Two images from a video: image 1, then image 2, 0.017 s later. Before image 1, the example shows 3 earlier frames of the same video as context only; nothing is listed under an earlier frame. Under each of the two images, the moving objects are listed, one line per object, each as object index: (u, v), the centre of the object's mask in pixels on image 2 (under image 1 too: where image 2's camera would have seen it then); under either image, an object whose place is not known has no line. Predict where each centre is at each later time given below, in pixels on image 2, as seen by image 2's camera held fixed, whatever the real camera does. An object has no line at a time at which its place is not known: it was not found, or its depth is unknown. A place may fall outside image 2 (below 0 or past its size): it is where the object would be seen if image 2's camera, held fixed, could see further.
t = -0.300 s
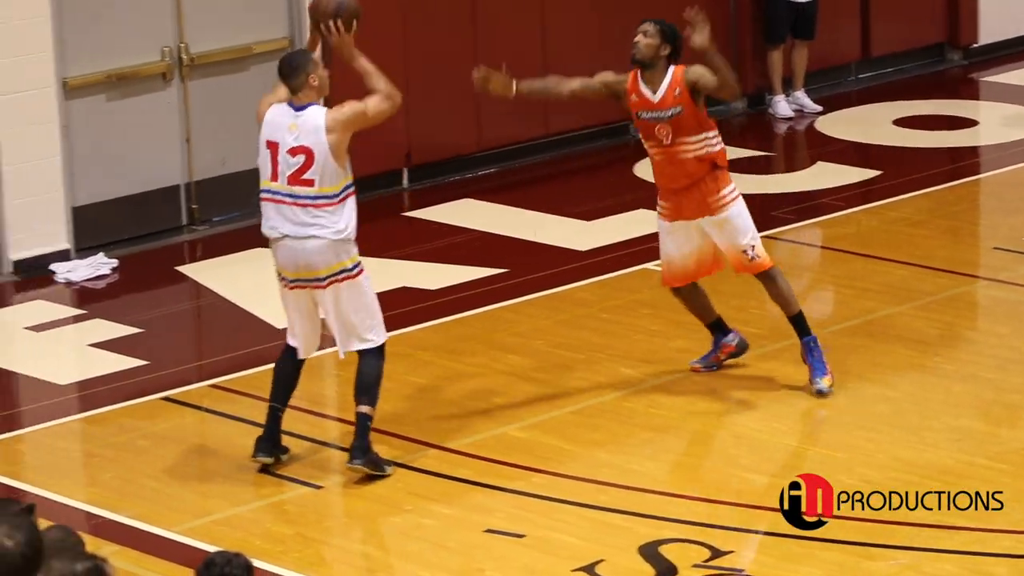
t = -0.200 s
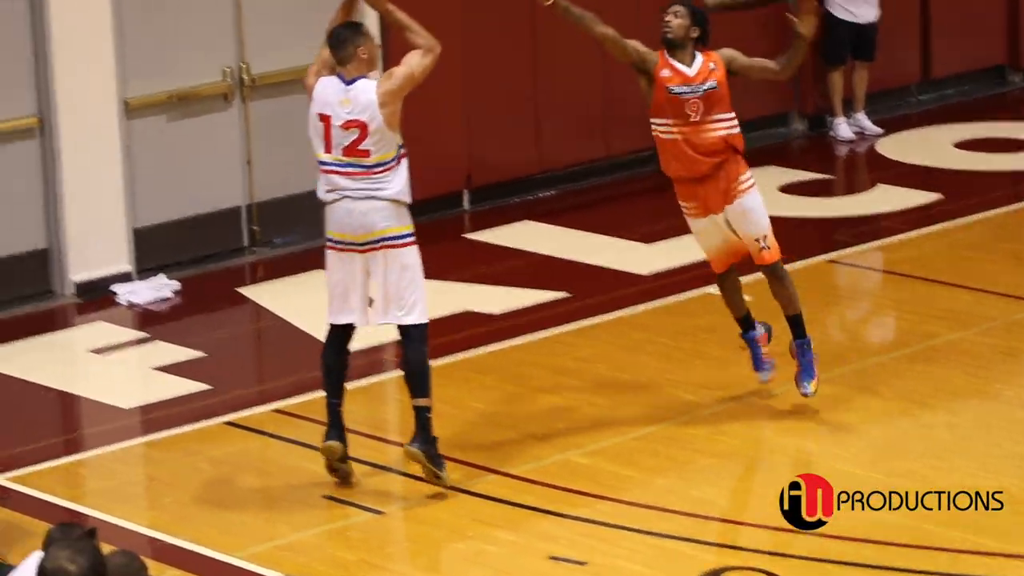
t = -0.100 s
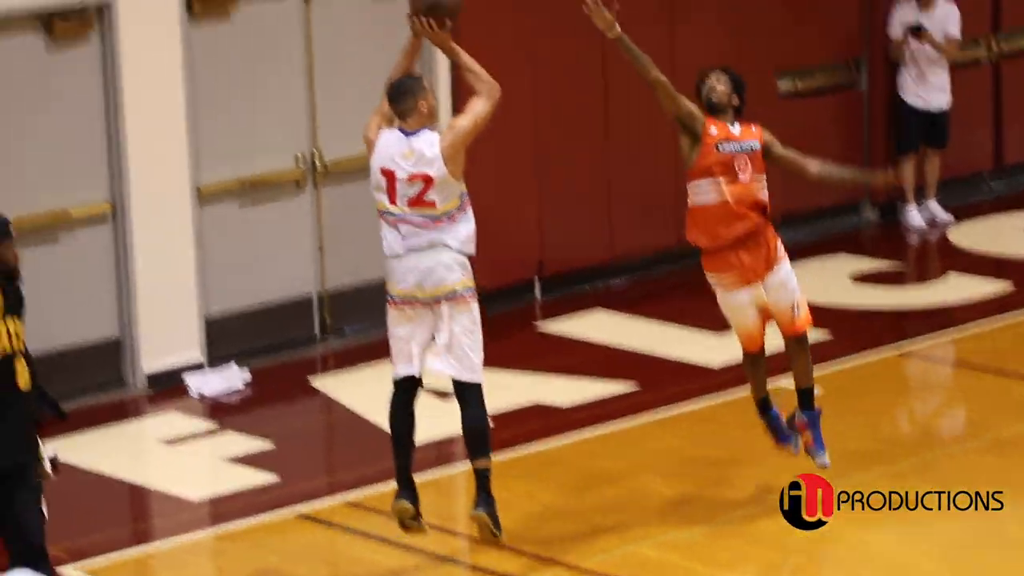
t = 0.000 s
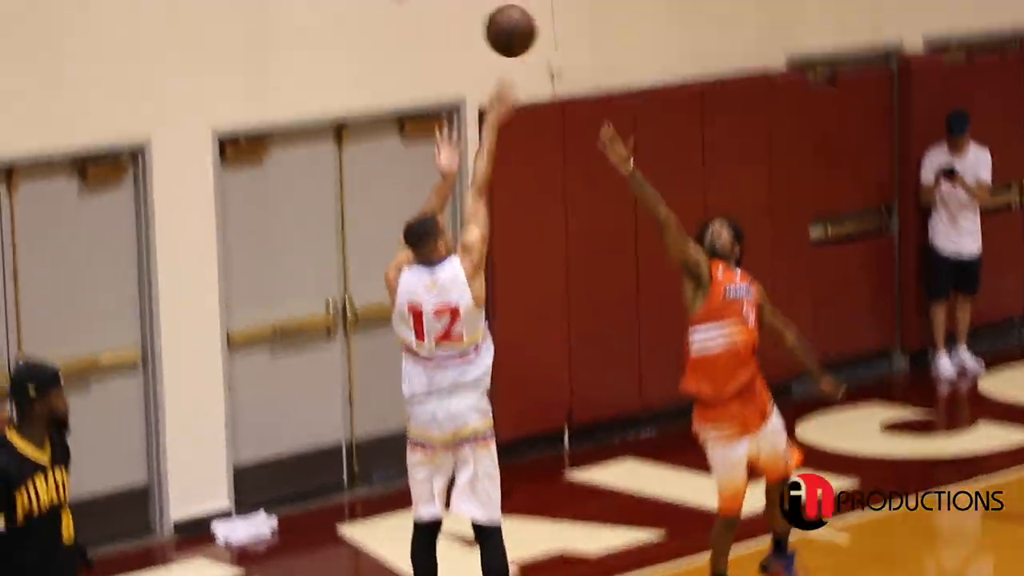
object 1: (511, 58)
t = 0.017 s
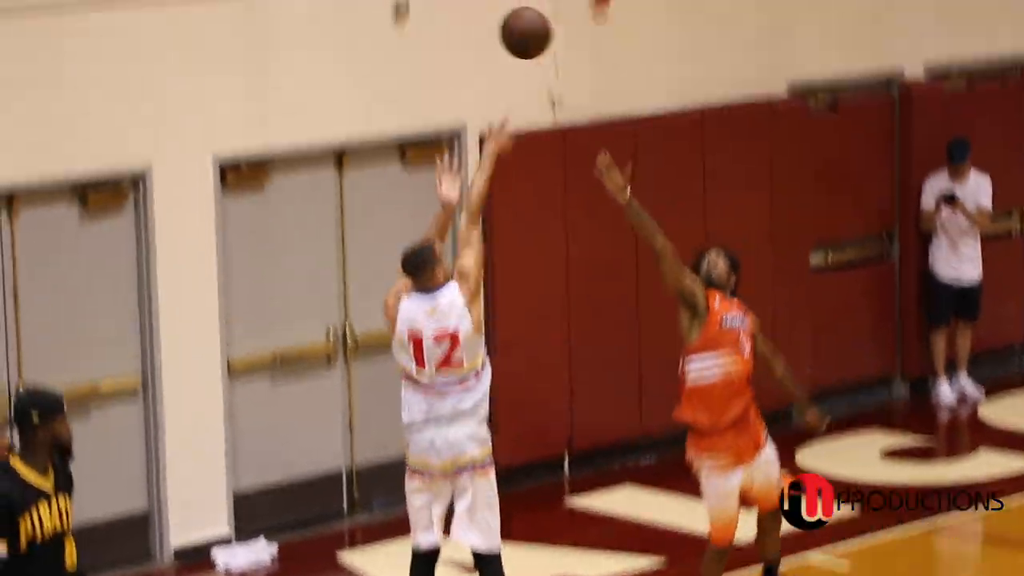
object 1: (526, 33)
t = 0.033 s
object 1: (541, 7)
